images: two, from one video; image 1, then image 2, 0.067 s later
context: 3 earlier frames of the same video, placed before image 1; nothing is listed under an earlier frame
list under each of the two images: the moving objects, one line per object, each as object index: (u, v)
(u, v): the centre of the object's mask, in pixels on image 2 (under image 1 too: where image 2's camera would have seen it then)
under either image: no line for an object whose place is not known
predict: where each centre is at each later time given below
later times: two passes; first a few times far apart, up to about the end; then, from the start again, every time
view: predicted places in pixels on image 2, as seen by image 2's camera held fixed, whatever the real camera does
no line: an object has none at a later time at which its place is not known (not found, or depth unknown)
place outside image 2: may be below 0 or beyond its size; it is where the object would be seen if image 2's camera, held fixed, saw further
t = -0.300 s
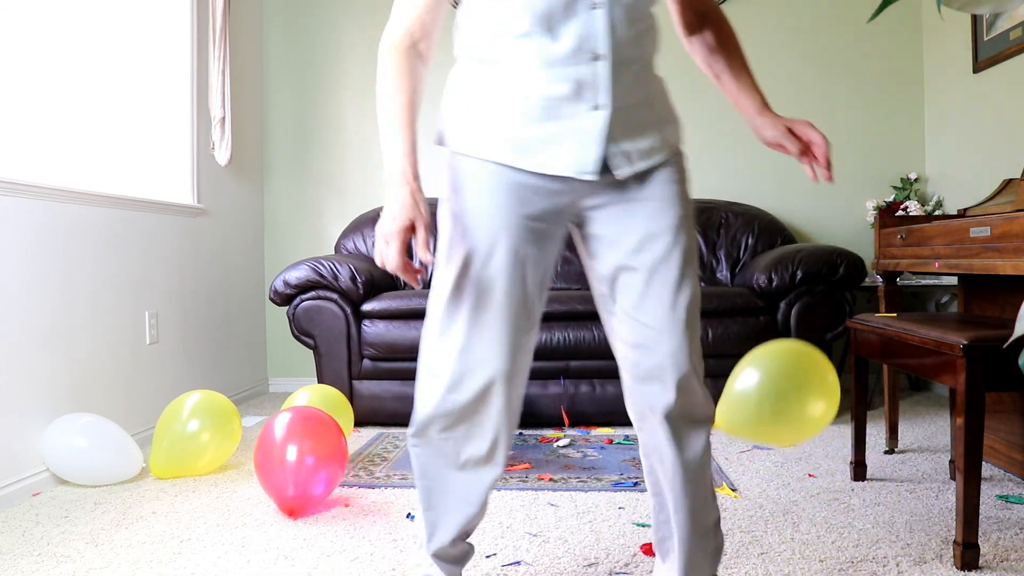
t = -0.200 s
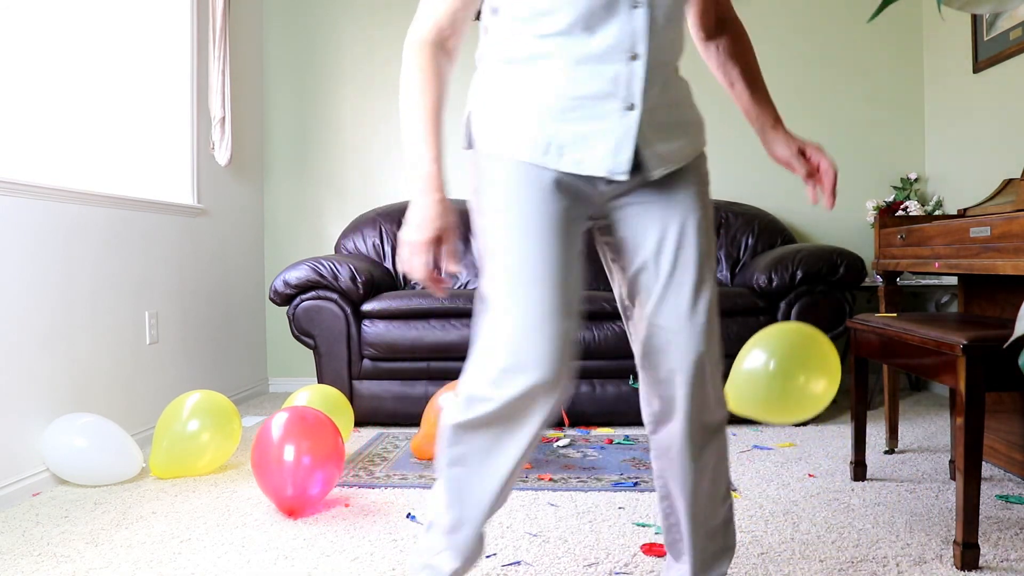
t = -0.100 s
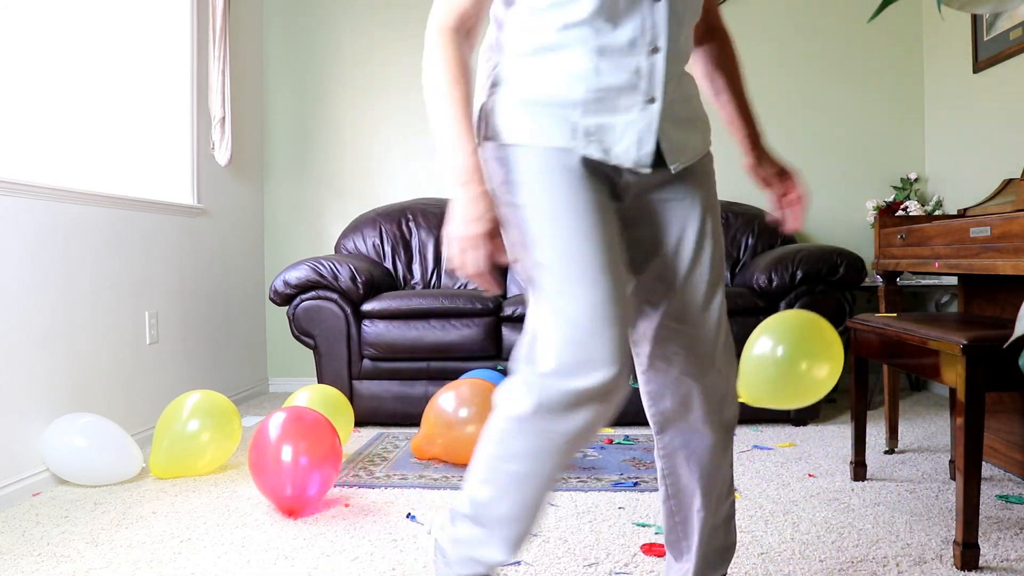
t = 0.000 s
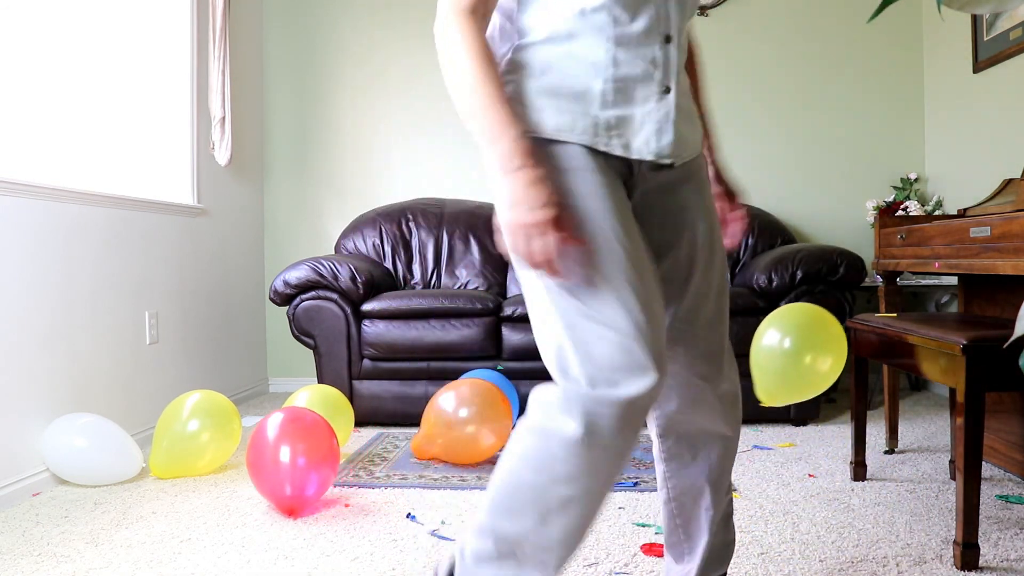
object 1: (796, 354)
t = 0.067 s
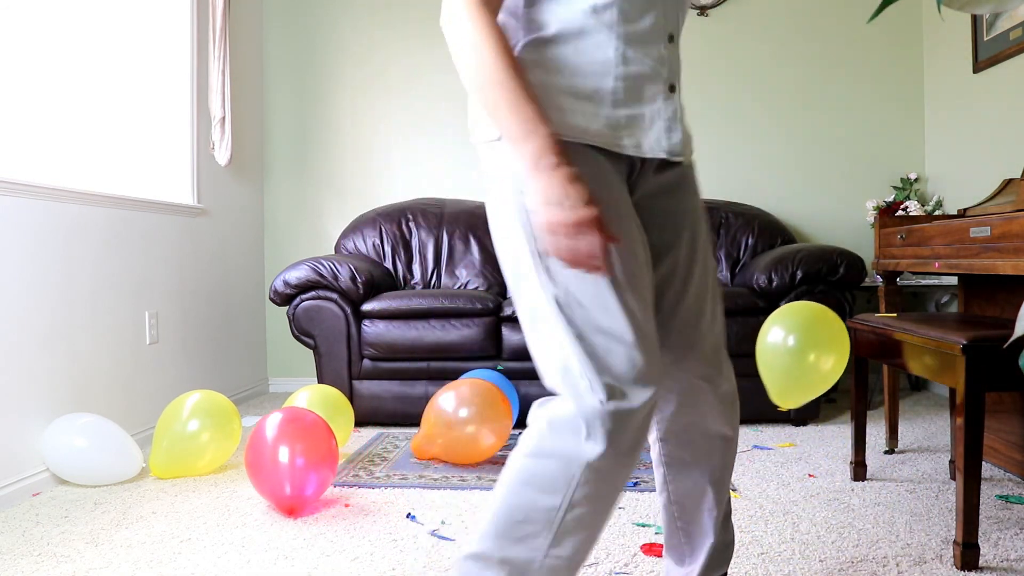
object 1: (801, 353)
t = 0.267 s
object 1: (817, 359)
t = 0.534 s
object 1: (801, 388)
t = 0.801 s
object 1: (780, 437)
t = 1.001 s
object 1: (757, 431)
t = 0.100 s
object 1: (804, 353)
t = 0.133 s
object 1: (806, 353)
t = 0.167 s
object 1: (809, 354)
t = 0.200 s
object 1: (811, 355)
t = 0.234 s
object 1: (814, 357)
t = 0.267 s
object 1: (817, 359)
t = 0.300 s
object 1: (819, 361)
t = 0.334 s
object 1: (821, 363)
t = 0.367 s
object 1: (818, 366)
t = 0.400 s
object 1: (815, 370)
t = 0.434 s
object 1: (811, 374)
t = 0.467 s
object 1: (808, 378)
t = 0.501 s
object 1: (805, 383)
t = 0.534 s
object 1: (801, 388)
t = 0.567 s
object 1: (798, 393)
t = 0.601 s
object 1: (795, 399)
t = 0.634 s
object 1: (793, 405)
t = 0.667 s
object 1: (790, 411)
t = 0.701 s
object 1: (788, 418)
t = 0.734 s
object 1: (785, 425)
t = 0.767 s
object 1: (783, 432)
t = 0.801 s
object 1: (780, 437)
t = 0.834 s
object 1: (776, 438)
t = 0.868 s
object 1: (772, 437)
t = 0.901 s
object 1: (768, 436)
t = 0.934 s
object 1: (764, 435)
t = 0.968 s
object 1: (760, 433)
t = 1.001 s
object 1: (757, 431)
